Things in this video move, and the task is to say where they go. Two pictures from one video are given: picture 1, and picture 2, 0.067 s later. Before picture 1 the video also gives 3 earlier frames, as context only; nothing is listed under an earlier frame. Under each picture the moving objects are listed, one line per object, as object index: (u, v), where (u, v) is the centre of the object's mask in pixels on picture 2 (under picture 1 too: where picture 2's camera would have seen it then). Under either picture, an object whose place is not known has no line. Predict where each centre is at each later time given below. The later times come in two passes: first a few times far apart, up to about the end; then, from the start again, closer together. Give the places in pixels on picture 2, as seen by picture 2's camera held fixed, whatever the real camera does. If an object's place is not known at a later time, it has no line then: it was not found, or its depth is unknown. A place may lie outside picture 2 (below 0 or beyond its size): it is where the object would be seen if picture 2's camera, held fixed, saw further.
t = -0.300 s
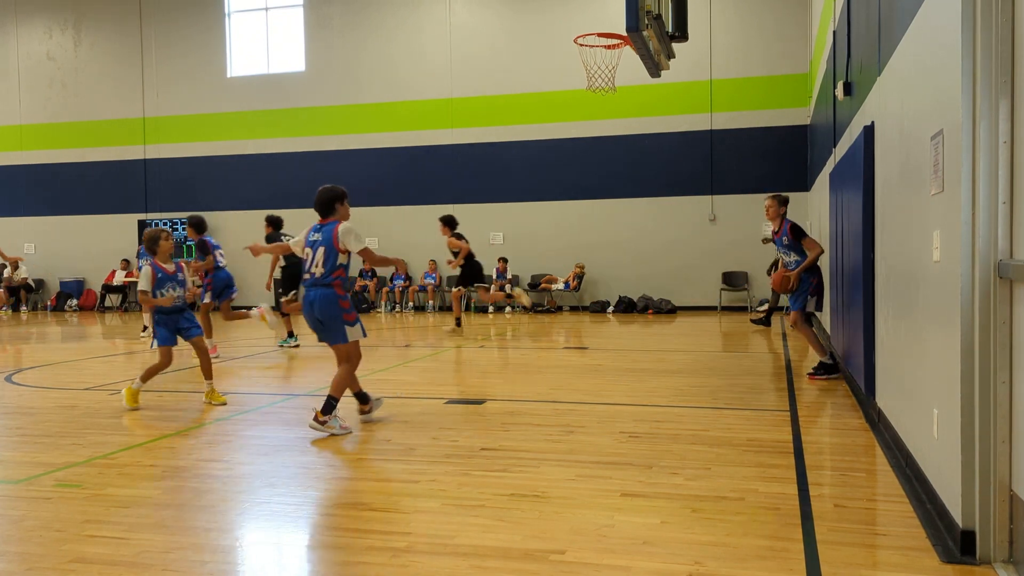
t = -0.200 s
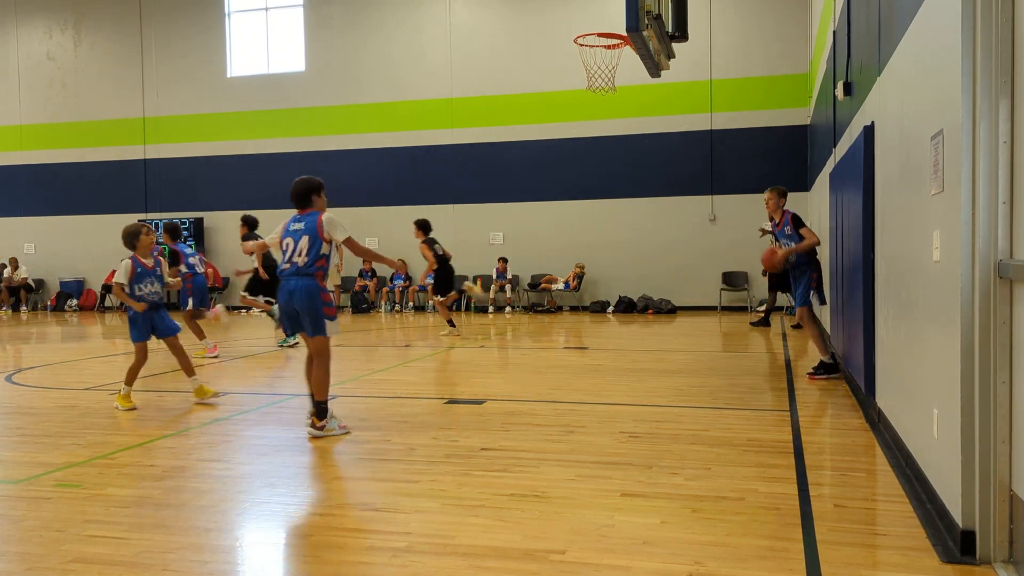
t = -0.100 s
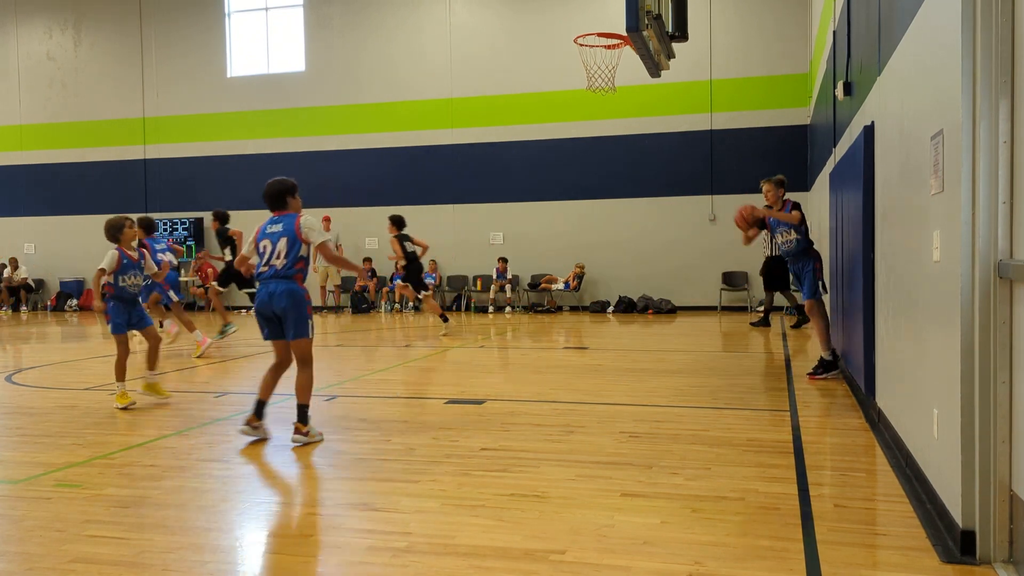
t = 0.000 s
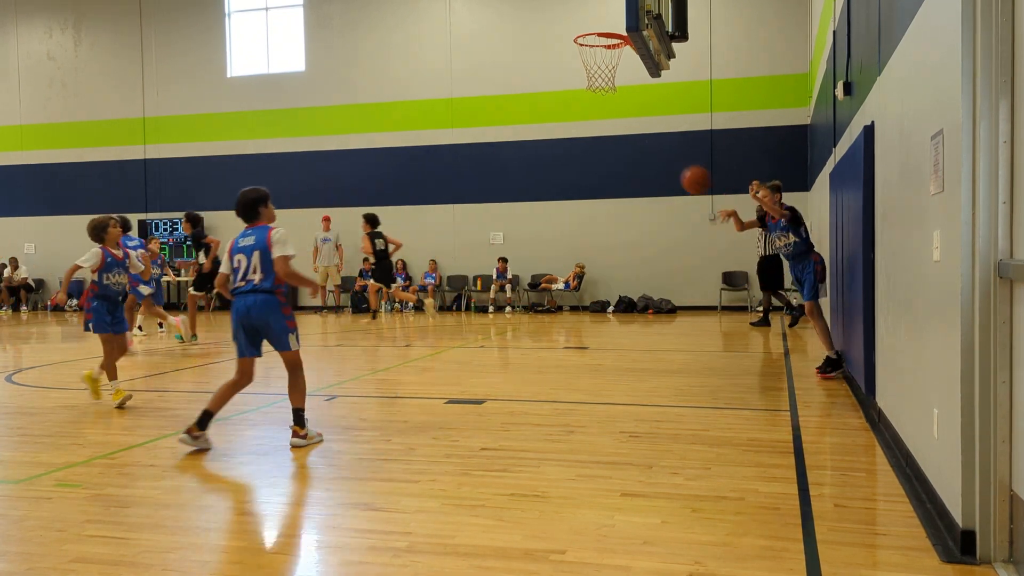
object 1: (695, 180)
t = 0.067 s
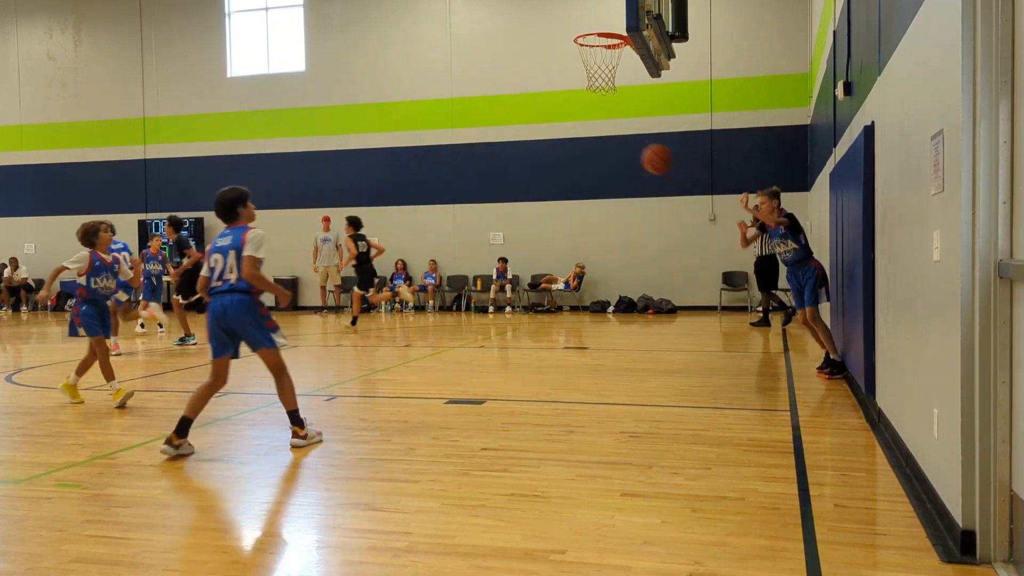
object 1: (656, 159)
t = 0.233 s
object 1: (547, 126)
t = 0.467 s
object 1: (362, 138)
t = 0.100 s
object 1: (635, 149)
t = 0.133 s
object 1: (615, 142)
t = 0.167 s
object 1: (594, 136)
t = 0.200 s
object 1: (570, 130)
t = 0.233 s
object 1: (547, 126)
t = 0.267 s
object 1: (523, 123)
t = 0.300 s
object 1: (498, 122)
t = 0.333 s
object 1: (472, 122)
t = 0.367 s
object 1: (446, 123)
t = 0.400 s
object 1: (419, 126)
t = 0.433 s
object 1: (391, 131)
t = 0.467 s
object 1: (362, 138)
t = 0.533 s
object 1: (300, 158)
